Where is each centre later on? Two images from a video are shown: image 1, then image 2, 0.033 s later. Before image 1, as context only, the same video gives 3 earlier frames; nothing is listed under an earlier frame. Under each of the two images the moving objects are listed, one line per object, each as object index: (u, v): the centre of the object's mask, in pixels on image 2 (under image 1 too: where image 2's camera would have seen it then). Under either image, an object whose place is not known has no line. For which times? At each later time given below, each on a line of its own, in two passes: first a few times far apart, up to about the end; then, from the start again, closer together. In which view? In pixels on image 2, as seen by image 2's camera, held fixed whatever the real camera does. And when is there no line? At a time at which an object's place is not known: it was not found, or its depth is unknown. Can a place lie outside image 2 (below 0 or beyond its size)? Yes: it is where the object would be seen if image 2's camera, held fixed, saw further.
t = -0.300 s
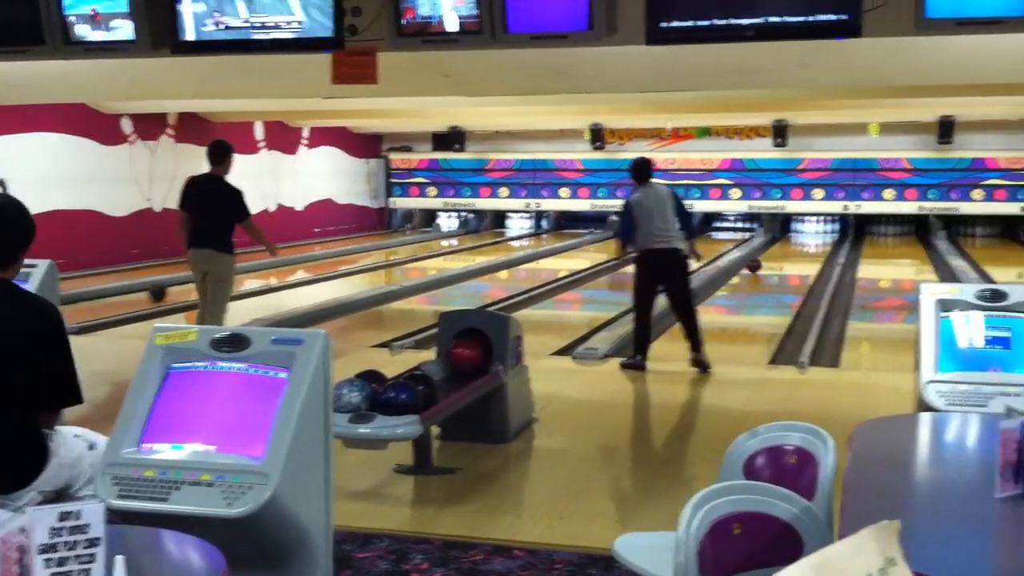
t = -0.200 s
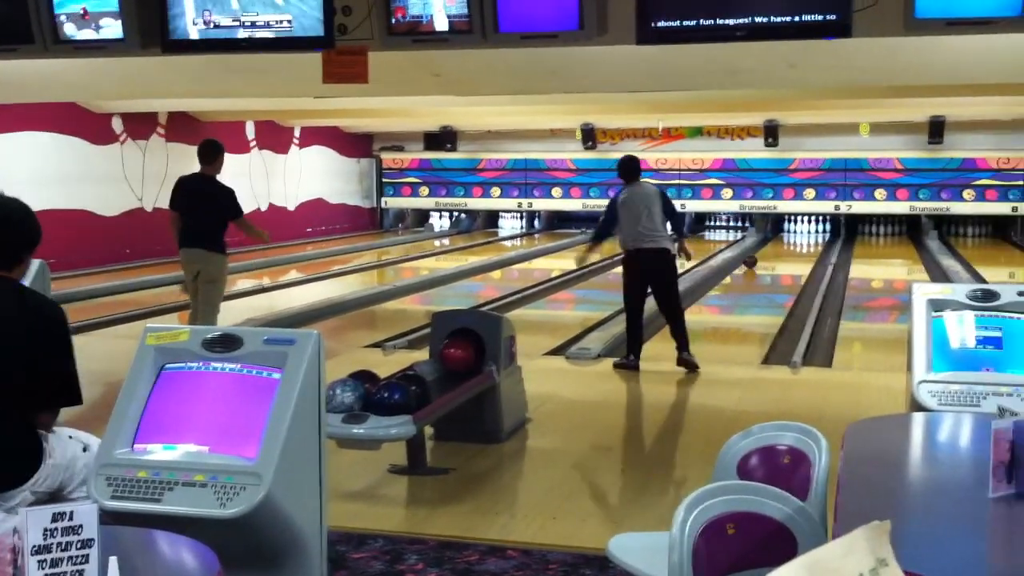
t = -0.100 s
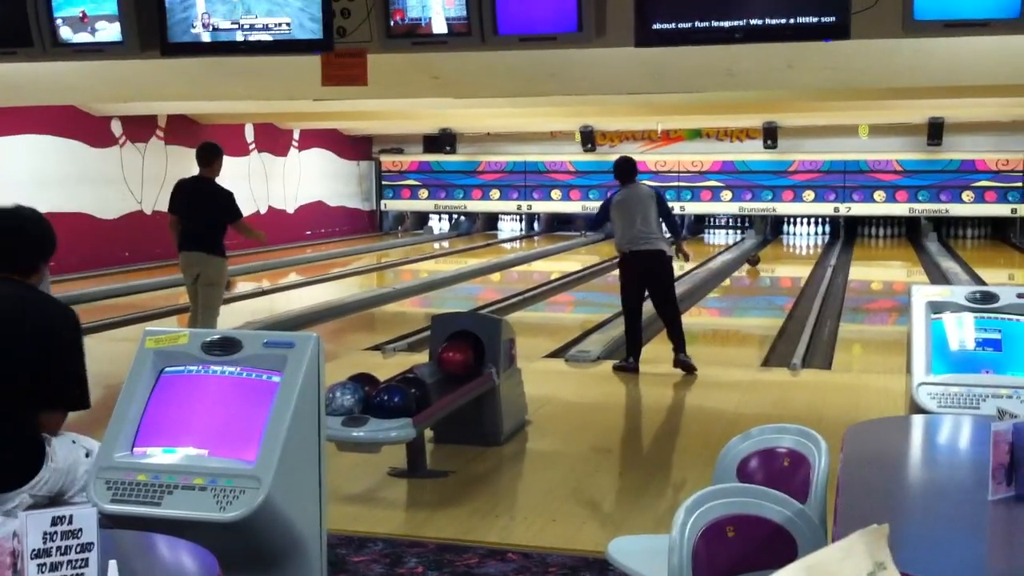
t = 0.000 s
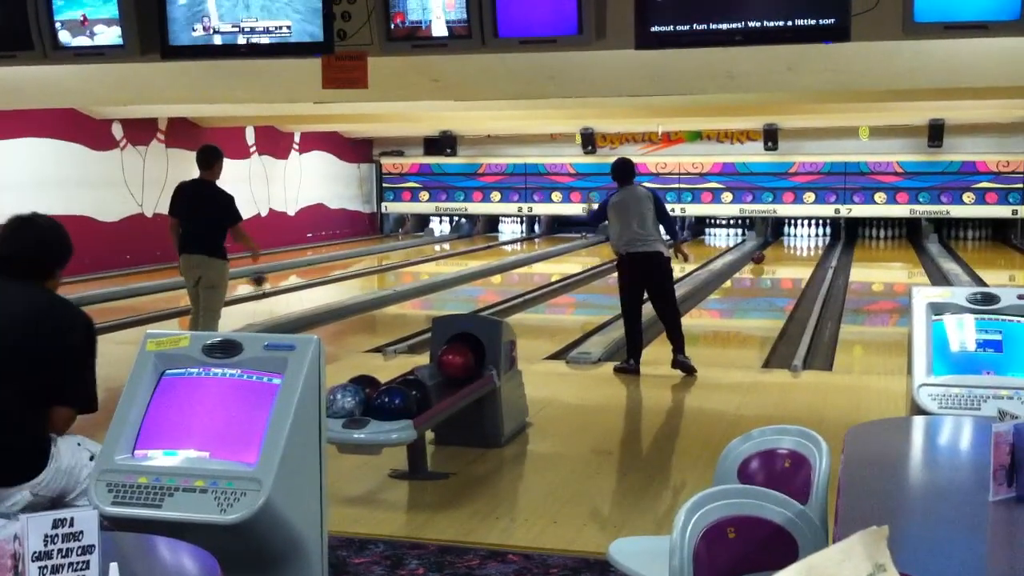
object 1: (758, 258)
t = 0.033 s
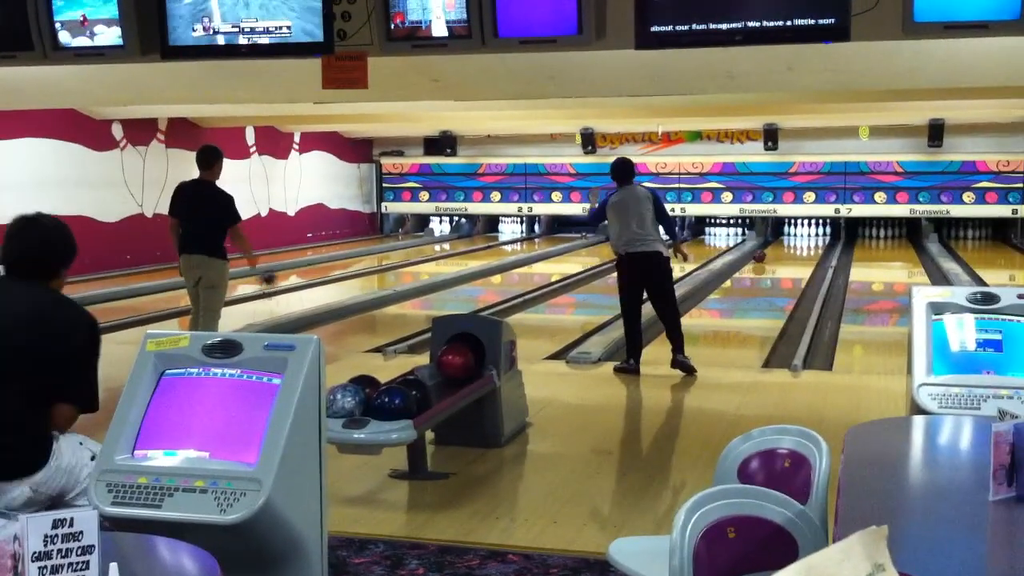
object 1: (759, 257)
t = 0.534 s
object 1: (778, 243)
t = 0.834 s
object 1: (792, 237)
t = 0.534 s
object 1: (778, 243)
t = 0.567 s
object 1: (779, 243)
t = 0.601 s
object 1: (779, 242)
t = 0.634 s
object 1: (781, 241)
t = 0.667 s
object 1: (783, 240)
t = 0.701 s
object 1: (785, 240)
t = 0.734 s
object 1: (785, 239)
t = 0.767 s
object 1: (787, 239)
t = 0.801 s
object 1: (789, 239)
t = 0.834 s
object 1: (792, 237)
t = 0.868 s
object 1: (794, 236)
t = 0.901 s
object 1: (795, 236)
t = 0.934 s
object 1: (798, 235)
